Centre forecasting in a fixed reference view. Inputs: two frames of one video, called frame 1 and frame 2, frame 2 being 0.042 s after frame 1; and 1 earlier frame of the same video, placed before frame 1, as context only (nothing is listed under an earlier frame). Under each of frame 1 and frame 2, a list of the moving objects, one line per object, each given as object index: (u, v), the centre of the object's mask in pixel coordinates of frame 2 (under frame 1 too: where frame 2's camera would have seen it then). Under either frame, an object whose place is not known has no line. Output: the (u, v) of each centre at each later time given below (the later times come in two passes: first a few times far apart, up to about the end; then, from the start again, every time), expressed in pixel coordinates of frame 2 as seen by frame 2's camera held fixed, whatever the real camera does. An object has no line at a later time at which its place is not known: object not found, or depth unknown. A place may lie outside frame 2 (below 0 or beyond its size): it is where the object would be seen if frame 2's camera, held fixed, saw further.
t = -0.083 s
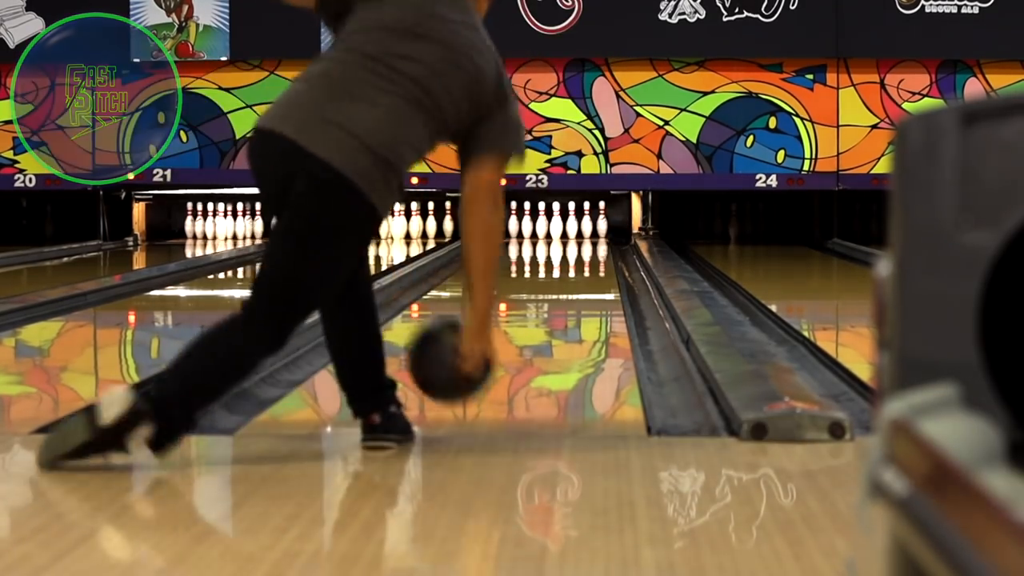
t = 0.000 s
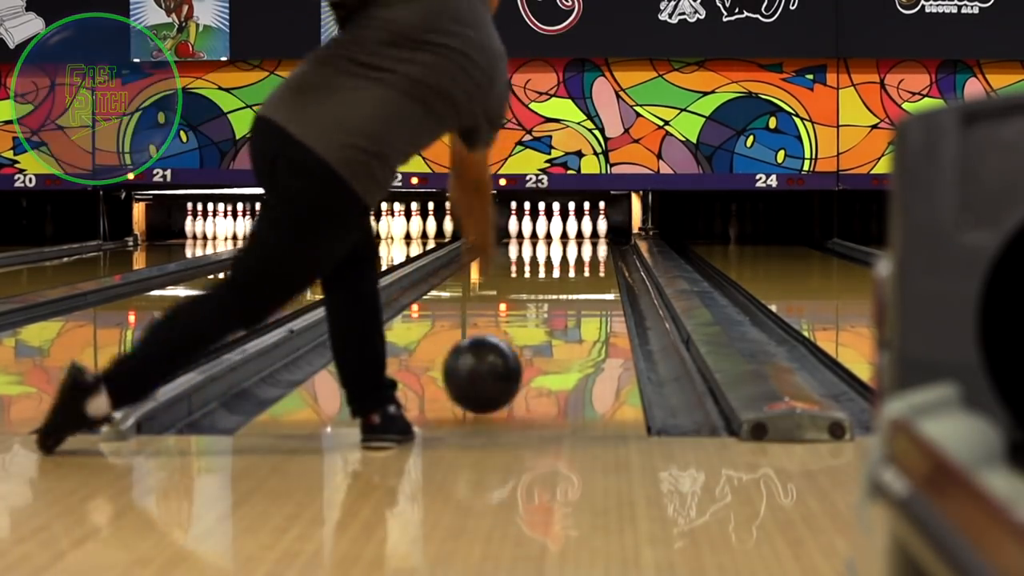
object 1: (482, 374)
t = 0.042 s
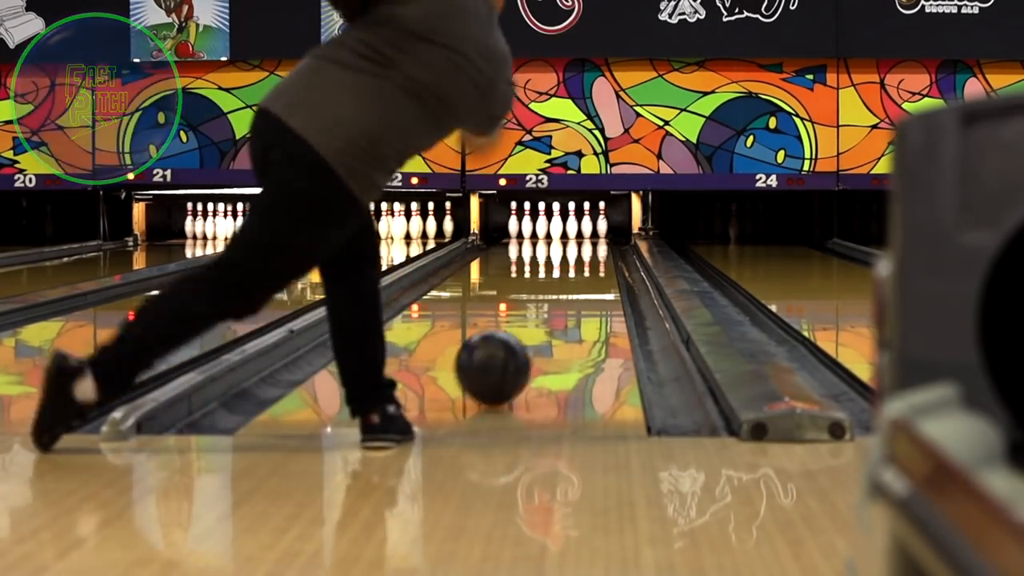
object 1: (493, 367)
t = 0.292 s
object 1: (538, 325)
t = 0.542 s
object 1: (566, 298)
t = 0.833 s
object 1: (586, 275)
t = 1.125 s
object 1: (597, 260)
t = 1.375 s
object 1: (602, 251)
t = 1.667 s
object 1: (599, 243)
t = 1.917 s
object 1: (591, 237)
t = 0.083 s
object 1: (502, 360)
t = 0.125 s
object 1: (510, 352)
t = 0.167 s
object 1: (518, 344)
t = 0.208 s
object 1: (526, 337)
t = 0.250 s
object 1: (532, 331)
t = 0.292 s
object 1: (538, 325)
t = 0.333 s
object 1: (544, 319)
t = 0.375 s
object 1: (549, 315)
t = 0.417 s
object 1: (554, 310)
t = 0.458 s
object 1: (558, 306)
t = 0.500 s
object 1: (562, 302)
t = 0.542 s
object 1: (566, 298)
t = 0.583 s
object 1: (569, 294)
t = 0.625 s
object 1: (572, 291)
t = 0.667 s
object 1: (576, 288)
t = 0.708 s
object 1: (578, 284)
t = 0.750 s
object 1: (581, 281)
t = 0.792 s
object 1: (583, 278)
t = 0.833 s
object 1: (586, 275)
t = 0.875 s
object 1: (588, 273)
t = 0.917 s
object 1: (590, 271)
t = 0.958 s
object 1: (592, 268)
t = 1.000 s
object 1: (593, 266)
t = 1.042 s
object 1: (595, 264)
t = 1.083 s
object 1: (597, 262)
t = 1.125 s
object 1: (597, 260)
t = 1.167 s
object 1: (598, 259)
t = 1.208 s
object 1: (600, 257)
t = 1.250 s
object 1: (600, 255)
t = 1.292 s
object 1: (601, 254)
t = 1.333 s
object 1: (601, 253)
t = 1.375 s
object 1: (602, 251)
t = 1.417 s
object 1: (602, 250)
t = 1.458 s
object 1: (602, 249)
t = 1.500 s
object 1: (602, 247)
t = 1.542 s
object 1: (601, 246)
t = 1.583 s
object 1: (601, 245)
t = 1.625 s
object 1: (600, 244)
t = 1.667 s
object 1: (599, 243)
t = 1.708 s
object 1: (598, 242)
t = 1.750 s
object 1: (597, 241)
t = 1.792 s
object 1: (595, 240)
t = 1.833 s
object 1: (594, 239)
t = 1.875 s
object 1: (592, 238)
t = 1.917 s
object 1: (591, 237)
